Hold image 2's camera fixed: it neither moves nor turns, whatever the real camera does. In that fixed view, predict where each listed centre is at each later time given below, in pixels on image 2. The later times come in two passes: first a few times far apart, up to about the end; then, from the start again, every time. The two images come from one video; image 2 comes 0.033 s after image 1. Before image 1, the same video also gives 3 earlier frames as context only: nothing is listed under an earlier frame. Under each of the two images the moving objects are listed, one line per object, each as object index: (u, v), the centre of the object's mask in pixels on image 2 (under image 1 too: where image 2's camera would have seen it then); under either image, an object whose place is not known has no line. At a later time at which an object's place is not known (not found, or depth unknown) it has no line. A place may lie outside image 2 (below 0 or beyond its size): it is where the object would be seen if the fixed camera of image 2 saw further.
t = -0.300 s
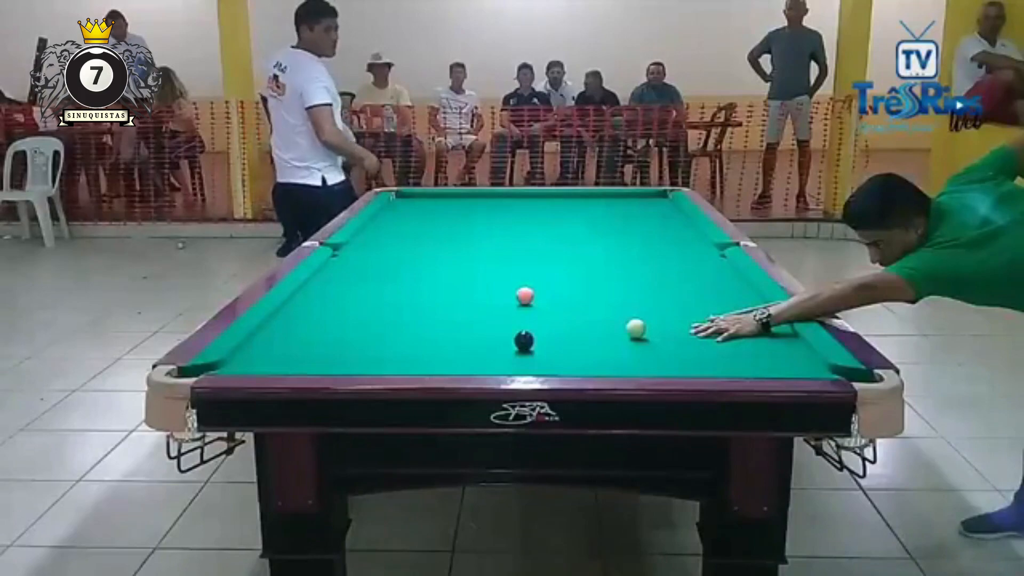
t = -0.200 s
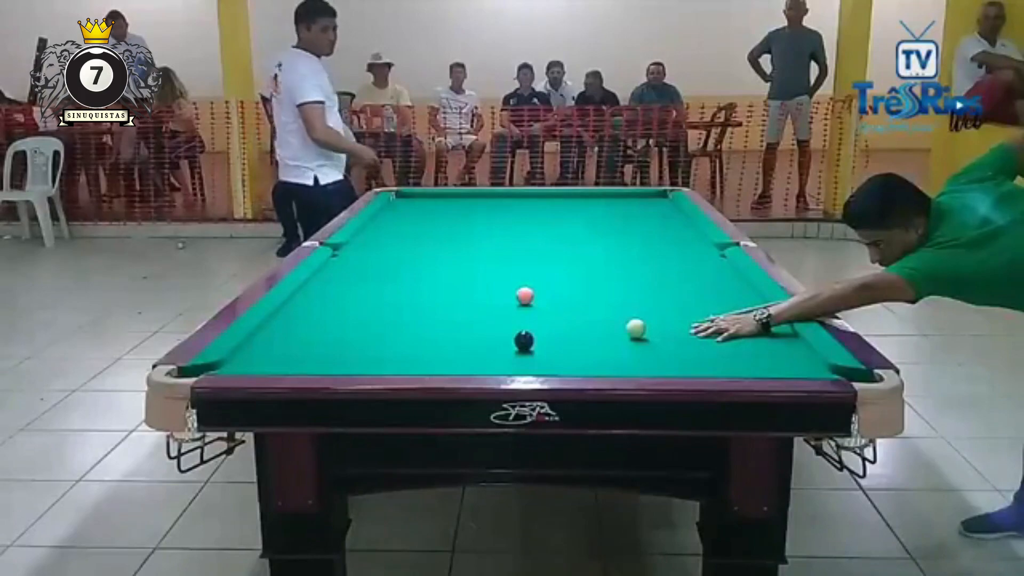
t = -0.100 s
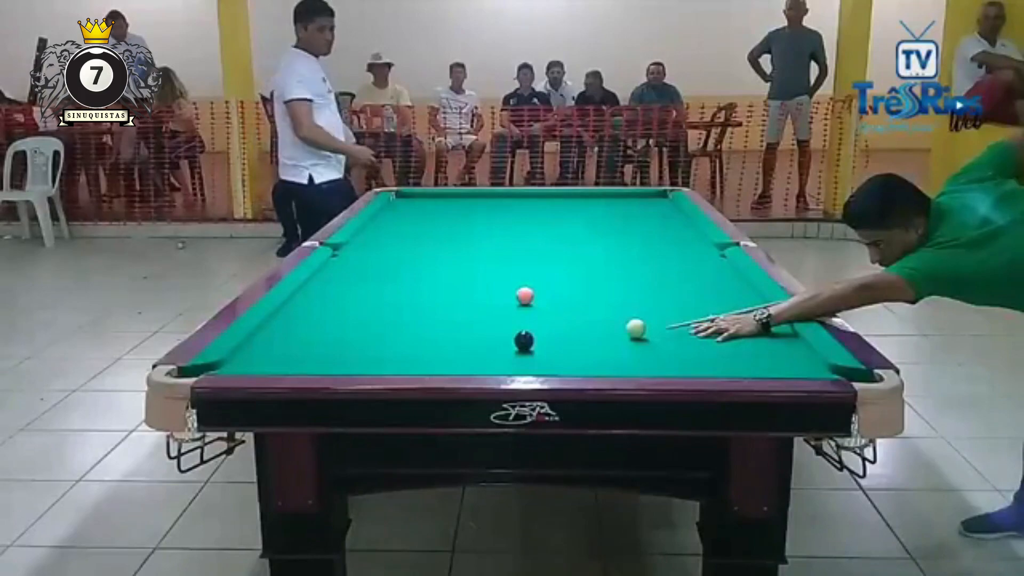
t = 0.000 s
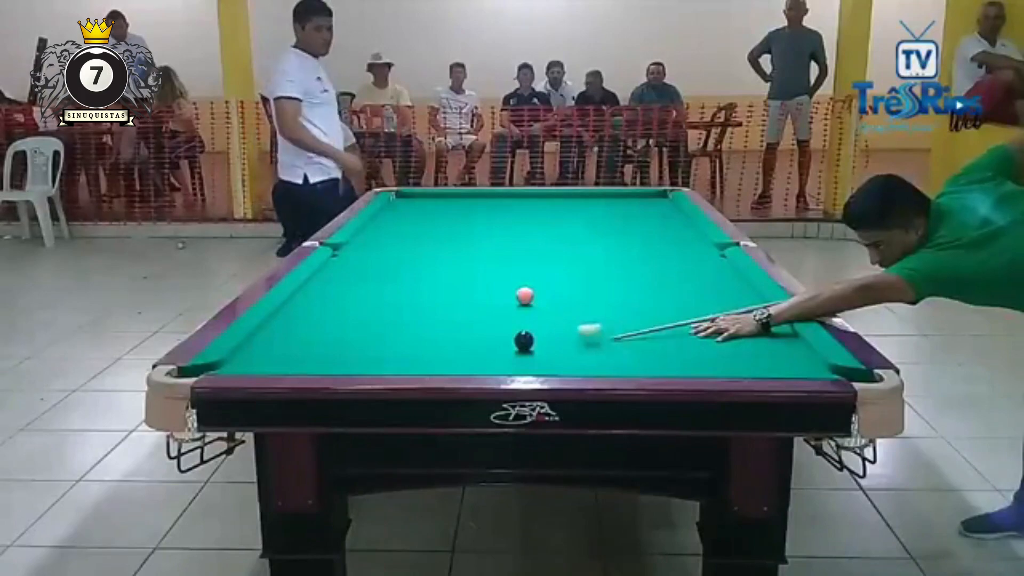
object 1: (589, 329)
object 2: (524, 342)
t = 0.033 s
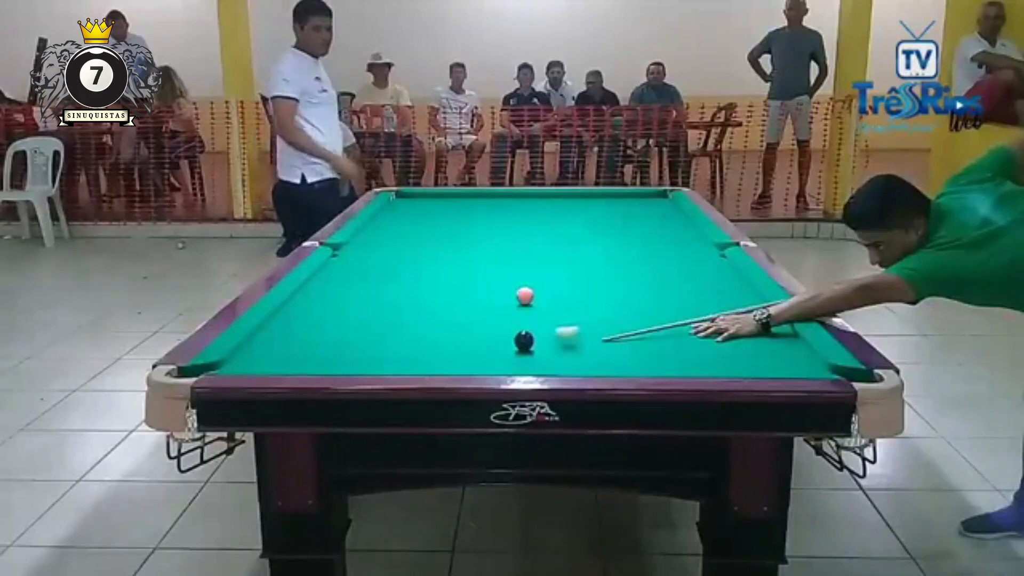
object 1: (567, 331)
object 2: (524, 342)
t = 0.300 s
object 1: (558, 338)
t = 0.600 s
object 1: (588, 335)
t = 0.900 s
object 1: (613, 333)
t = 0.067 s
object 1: (547, 335)
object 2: (523, 342)
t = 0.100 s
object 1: (543, 338)
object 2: (504, 344)
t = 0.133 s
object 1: (544, 338)
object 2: (484, 346)
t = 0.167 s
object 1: (546, 338)
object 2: (464, 348)
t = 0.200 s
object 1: (548, 338)
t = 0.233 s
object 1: (551, 338)
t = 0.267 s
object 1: (555, 338)
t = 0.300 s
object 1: (558, 338)
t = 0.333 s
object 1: (562, 337)
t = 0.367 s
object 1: (565, 337)
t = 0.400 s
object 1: (569, 337)
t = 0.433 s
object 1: (572, 336)
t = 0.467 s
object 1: (575, 336)
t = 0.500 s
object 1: (578, 336)
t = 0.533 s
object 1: (581, 336)
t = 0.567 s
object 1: (585, 335)
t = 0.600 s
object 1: (588, 335)
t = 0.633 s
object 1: (591, 335)
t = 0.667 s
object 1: (593, 335)
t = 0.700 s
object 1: (597, 334)
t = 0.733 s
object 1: (599, 334)
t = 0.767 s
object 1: (602, 334)
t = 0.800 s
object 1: (605, 334)
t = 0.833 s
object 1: (608, 333)
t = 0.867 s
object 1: (610, 334)
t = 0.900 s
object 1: (613, 333)
